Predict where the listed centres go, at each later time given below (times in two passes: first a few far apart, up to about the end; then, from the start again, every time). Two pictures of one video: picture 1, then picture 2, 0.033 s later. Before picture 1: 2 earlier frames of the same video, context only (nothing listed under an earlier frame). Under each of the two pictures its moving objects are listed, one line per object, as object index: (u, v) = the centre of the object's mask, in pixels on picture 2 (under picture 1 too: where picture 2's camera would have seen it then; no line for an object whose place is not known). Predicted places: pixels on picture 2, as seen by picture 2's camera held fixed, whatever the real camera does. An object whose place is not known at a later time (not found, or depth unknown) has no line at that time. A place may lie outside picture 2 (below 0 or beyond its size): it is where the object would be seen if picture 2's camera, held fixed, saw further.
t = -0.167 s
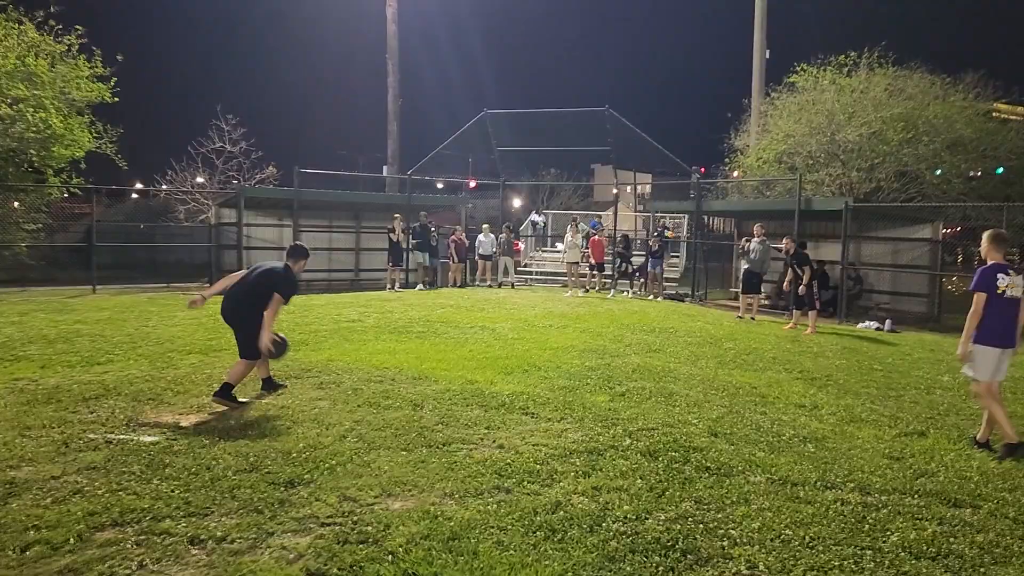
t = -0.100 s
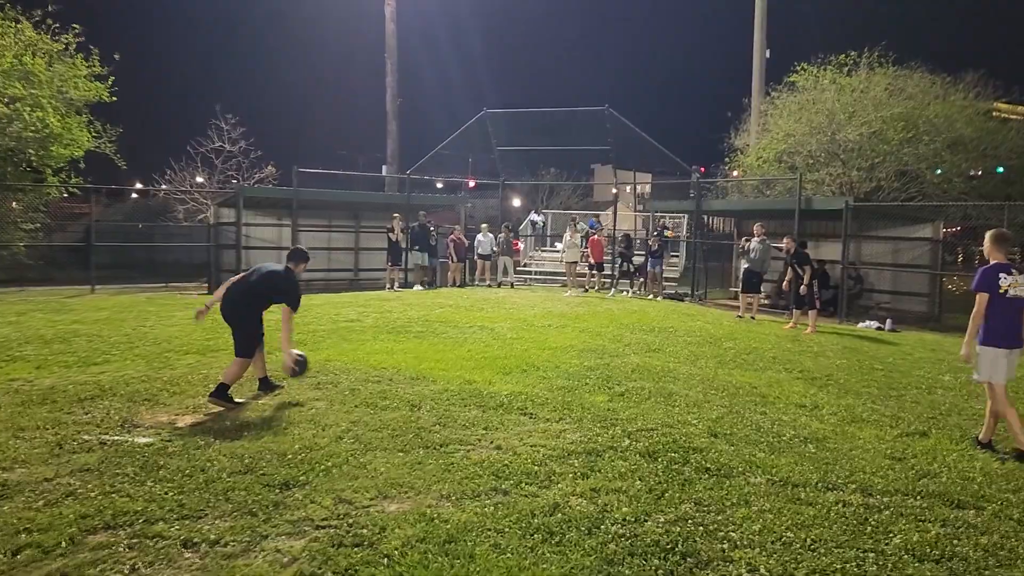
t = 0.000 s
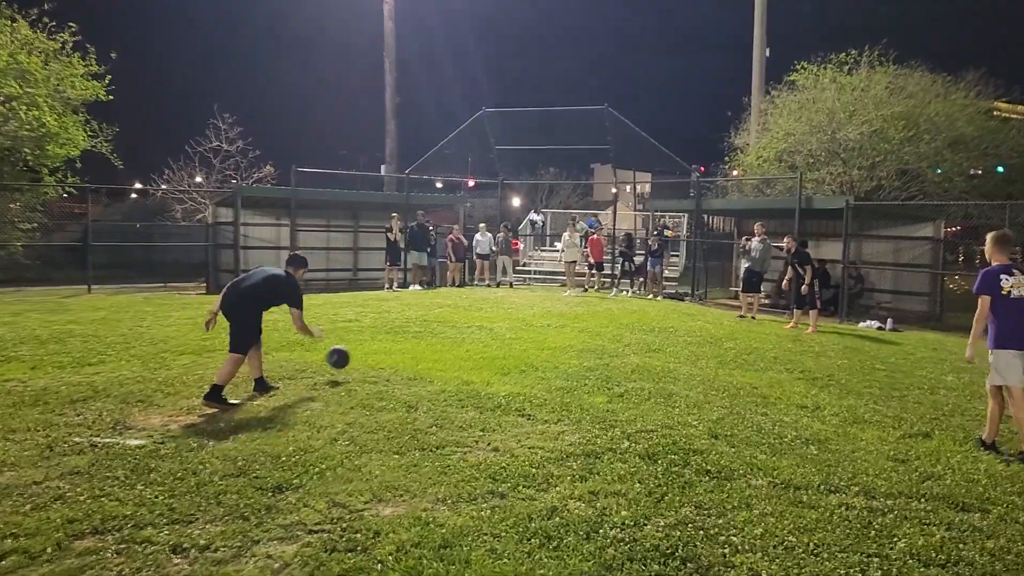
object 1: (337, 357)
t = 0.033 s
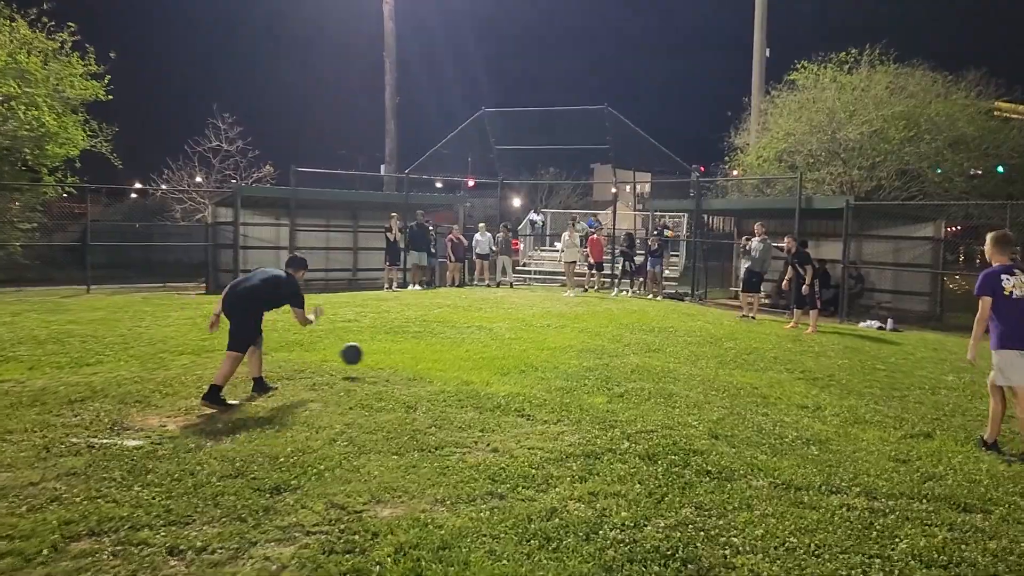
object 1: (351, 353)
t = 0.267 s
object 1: (415, 334)
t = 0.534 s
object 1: (454, 328)
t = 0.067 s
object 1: (364, 351)
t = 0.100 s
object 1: (376, 350)
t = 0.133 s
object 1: (387, 351)
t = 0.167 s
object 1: (397, 351)
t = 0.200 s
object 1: (404, 346)
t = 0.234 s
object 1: (410, 339)
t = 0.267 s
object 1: (415, 334)
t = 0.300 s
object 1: (421, 330)
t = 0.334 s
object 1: (426, 327)
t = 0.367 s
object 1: (431, 325)
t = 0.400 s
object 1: (436, 324)
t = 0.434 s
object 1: (440, 324)
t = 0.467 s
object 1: (445, 325)
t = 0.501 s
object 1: (449, 326)
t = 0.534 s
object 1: (454, 328)
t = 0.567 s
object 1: (457, 325)
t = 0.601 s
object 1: (461, 321)
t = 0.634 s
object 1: (464, 317)
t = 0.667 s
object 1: (467, 314)
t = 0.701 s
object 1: (470, 312)
